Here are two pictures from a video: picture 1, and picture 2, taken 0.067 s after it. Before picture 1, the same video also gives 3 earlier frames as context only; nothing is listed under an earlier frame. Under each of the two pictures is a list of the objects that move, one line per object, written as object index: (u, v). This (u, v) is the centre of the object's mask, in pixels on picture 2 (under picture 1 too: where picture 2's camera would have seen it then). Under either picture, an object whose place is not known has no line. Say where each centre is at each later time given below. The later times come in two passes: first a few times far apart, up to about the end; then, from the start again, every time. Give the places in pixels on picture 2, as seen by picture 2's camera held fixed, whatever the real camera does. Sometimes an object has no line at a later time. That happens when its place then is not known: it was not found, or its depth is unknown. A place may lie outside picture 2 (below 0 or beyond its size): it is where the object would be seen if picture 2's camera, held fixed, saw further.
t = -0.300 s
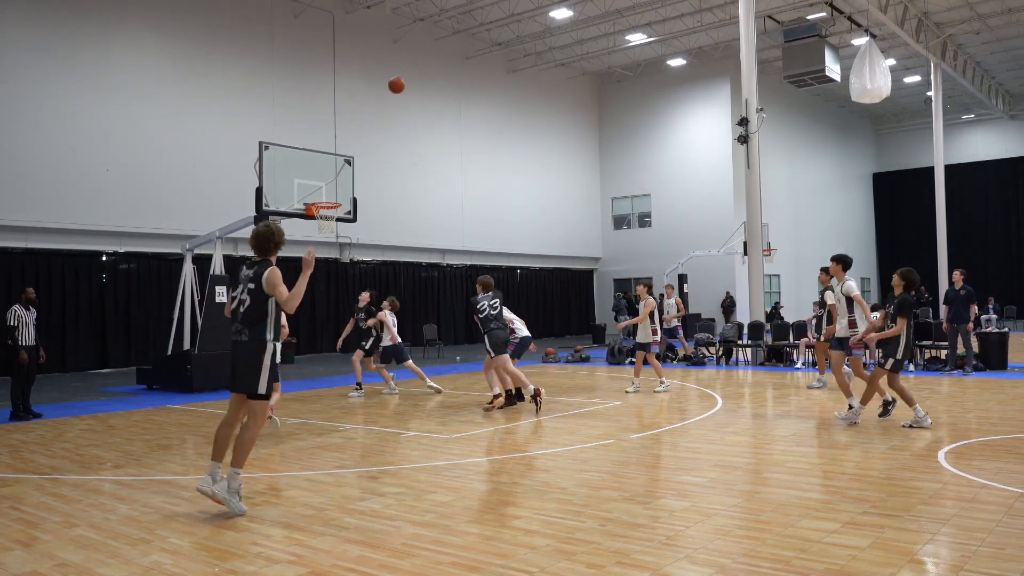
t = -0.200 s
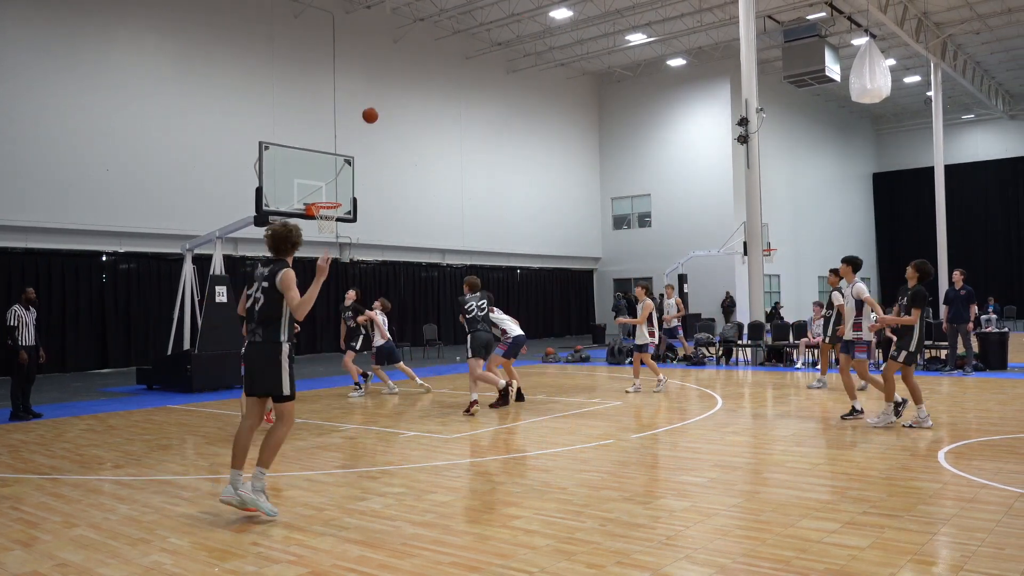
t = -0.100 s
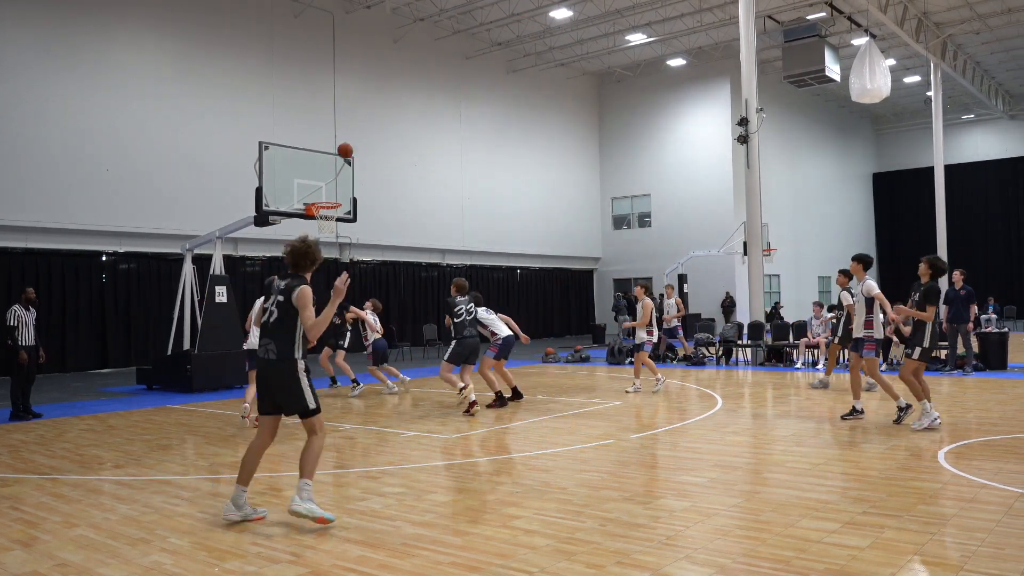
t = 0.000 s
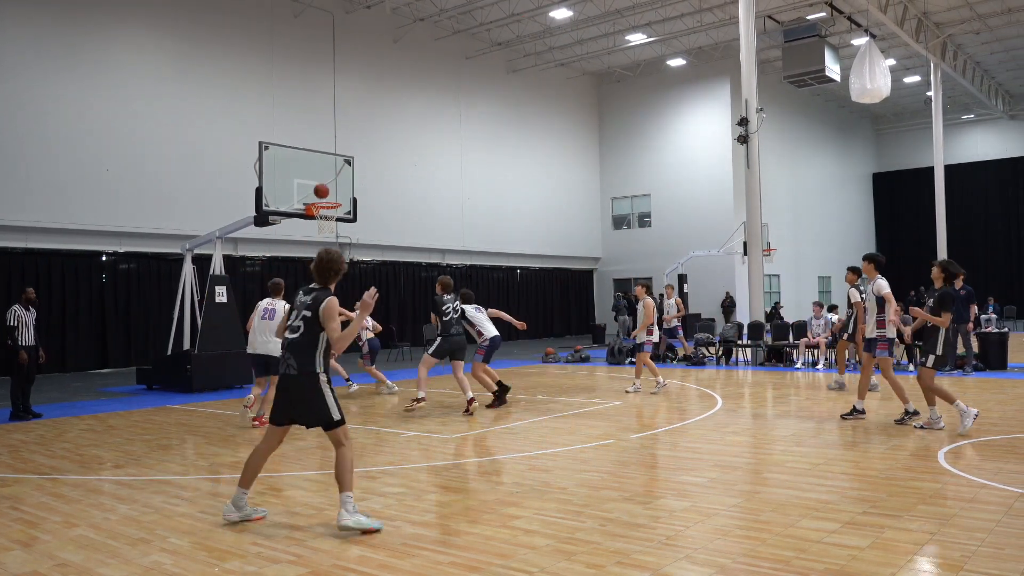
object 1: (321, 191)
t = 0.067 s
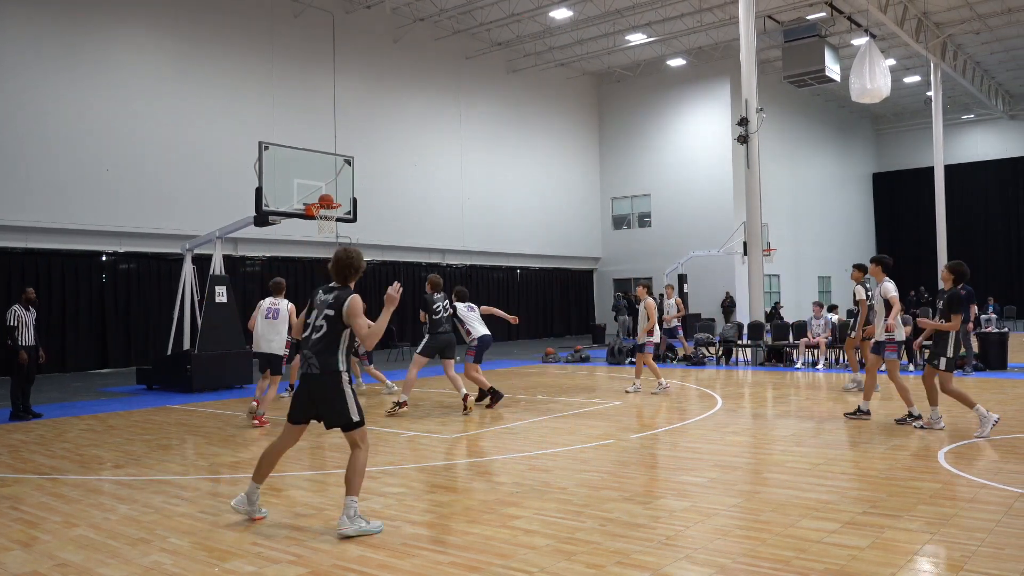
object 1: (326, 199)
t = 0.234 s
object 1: (345, 167)
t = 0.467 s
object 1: (369, 141)
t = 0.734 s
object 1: (399, 152)
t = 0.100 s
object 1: (331, 197)
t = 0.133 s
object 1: (334, 189)
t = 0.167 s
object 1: (338, 181)
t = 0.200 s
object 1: (341, 174)
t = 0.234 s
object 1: (345, 167)
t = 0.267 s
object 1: (348, 161)
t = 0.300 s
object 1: (351, 157)
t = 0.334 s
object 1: (355, 152)
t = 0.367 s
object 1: (359, 148)
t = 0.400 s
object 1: (362, 145)
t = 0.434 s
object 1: (366, 142)
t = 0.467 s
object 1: (369, 141)
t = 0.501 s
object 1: (373, 140)
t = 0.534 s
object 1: (377, 139)
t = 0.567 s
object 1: (380, 140)
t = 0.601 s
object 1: (384, 141)
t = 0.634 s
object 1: (388, 143)
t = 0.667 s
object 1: (392, 145)
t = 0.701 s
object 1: (395, 148)
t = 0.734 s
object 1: (399, 152)
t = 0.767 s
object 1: (403, 157)
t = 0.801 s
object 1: (407, 162)
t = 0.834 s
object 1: (410, 168)
